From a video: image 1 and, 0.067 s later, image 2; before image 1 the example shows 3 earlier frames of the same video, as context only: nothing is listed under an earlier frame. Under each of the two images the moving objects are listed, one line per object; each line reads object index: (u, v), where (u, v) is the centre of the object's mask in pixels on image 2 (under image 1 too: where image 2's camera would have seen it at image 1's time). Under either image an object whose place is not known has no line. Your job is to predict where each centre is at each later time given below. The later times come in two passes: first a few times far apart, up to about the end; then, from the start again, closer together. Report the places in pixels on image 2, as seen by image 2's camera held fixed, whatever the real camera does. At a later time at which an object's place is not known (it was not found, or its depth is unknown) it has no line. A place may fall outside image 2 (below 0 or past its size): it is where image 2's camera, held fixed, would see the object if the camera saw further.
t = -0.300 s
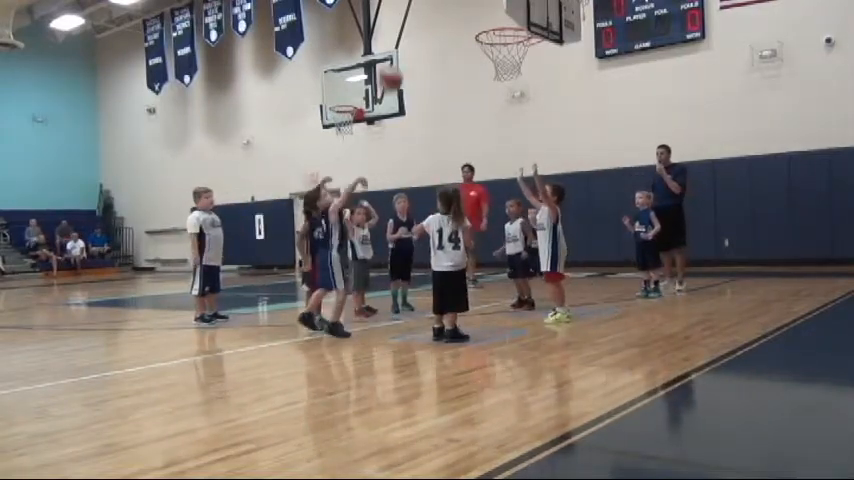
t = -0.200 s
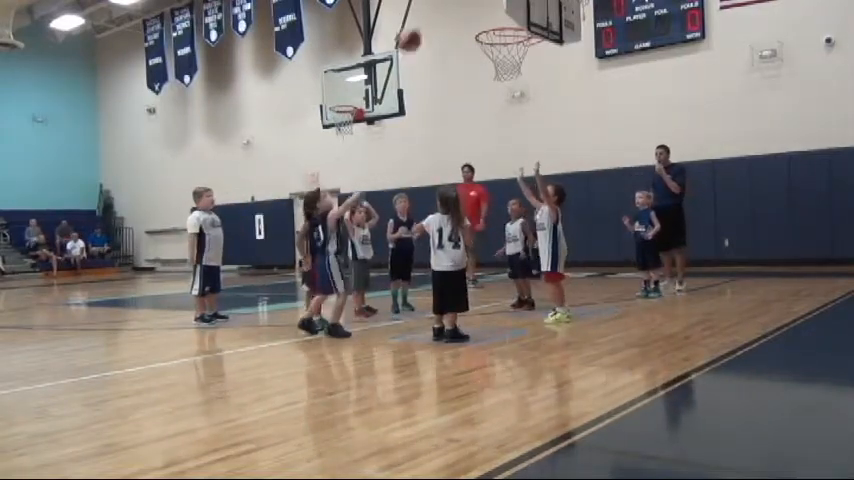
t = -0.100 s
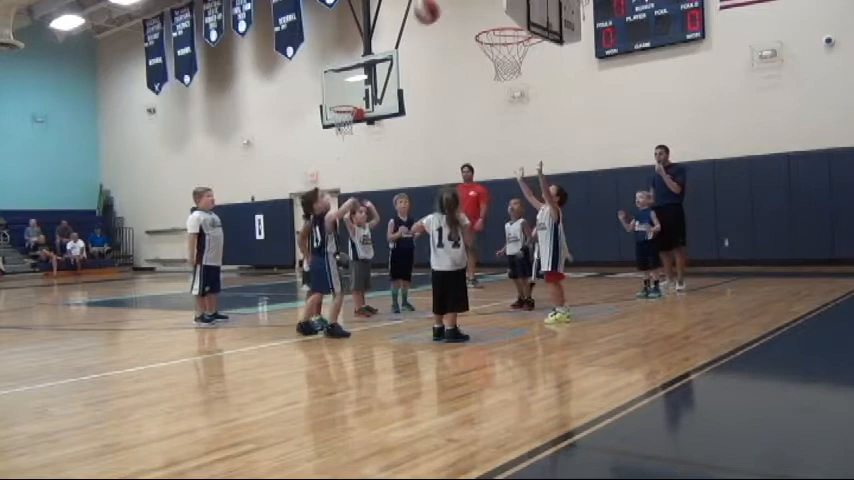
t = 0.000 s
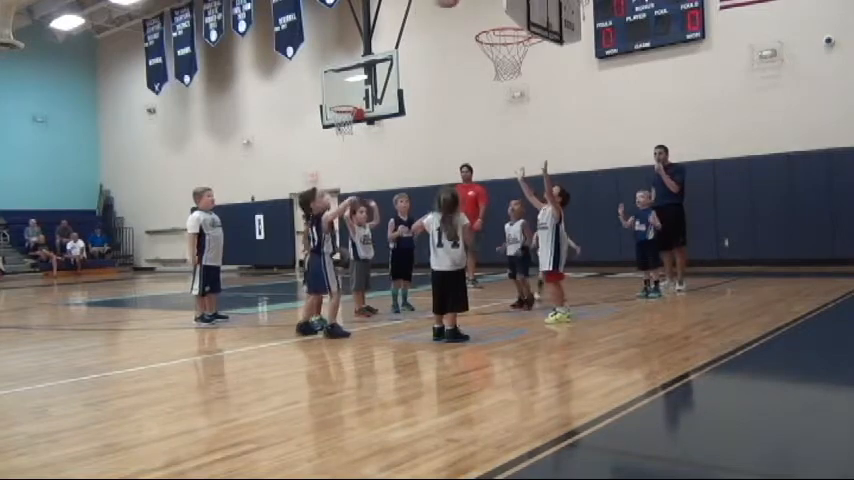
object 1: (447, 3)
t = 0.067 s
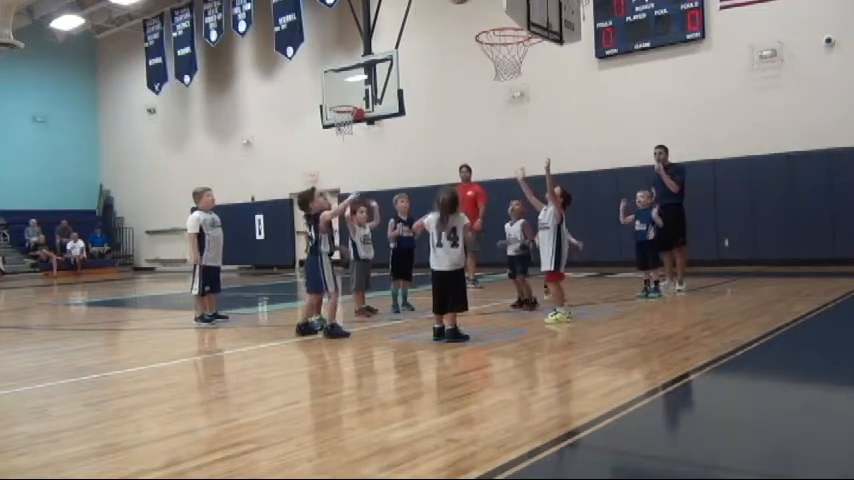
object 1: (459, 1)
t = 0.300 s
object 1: (503, 20)
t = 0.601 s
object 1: (503, 63)
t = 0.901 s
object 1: (491, 92)
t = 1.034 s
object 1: (492, 135)
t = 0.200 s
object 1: (485, 4)
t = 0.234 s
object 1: (492, 7)
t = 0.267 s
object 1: (497, 12)
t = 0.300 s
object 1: (503, 20)
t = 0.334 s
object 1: (512, 28)
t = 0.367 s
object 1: (512, 31)
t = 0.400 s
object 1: (512, 36)
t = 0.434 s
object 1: (511, 44)
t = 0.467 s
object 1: (511, 52)
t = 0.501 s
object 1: (509, 58)
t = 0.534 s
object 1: (508, 62)
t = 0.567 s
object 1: (506, 64)
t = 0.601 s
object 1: (503, 63)
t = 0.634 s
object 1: (501, 63)
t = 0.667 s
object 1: (499, 63)
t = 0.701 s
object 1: (498, 65)
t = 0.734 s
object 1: (496, 68)
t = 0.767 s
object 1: (493, 72)
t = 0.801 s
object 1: (493, 76)
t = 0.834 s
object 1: (492, 81)
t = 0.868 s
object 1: (491, 85)
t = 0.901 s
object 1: (491, 92)
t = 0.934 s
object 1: (492, 101)
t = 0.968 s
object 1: (492, 111)
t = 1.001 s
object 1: (492, 122)
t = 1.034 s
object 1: (492, 135)
